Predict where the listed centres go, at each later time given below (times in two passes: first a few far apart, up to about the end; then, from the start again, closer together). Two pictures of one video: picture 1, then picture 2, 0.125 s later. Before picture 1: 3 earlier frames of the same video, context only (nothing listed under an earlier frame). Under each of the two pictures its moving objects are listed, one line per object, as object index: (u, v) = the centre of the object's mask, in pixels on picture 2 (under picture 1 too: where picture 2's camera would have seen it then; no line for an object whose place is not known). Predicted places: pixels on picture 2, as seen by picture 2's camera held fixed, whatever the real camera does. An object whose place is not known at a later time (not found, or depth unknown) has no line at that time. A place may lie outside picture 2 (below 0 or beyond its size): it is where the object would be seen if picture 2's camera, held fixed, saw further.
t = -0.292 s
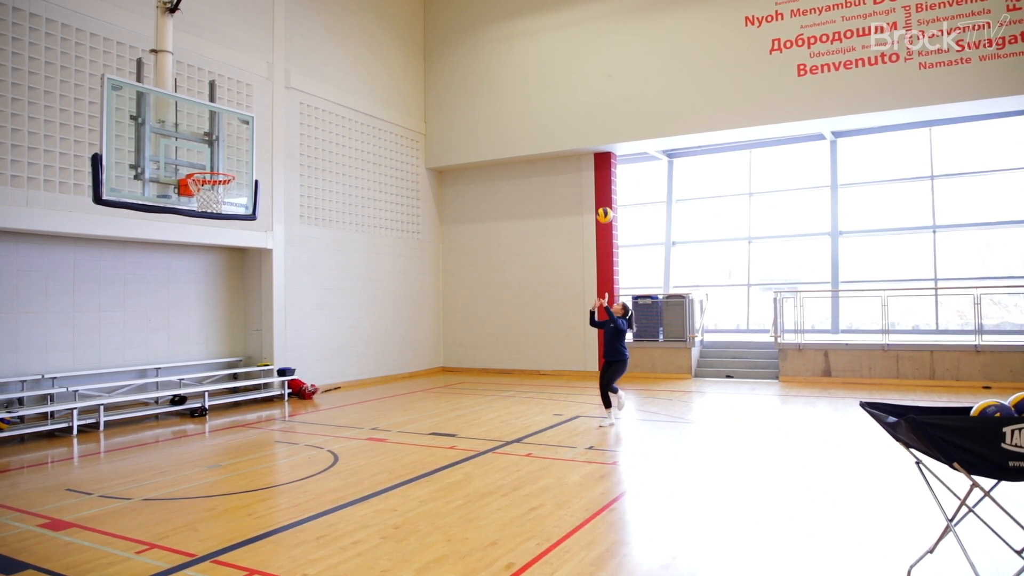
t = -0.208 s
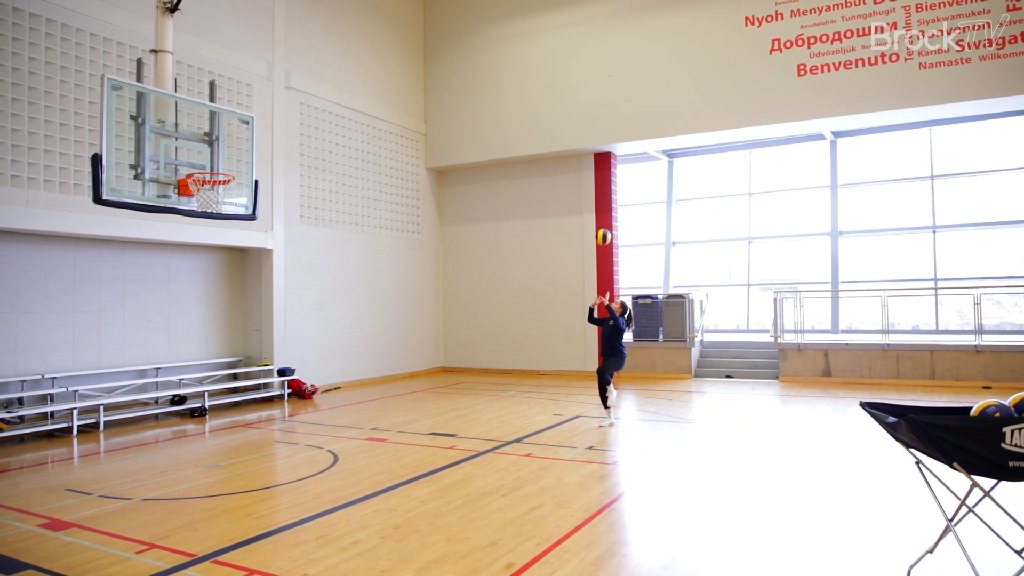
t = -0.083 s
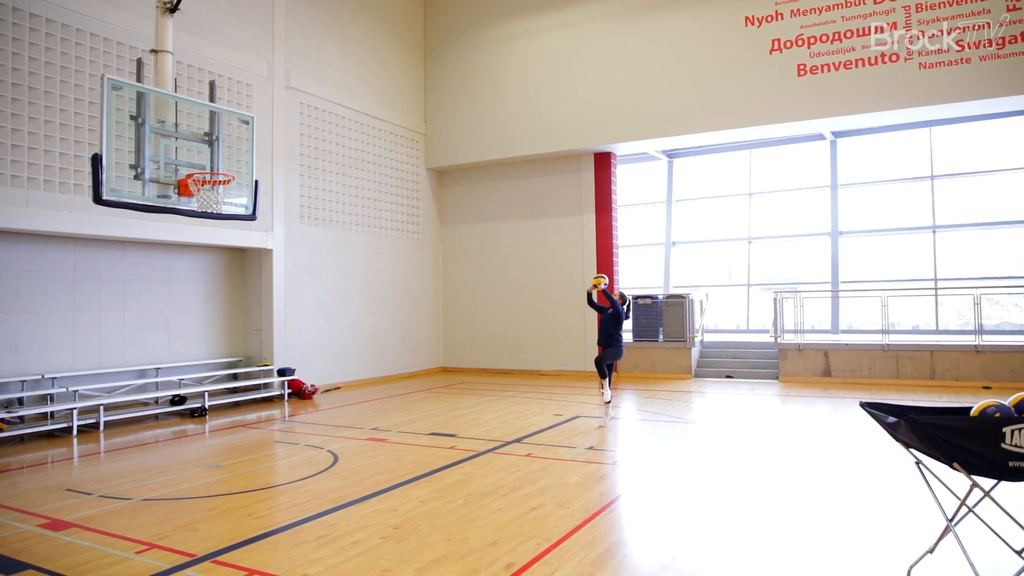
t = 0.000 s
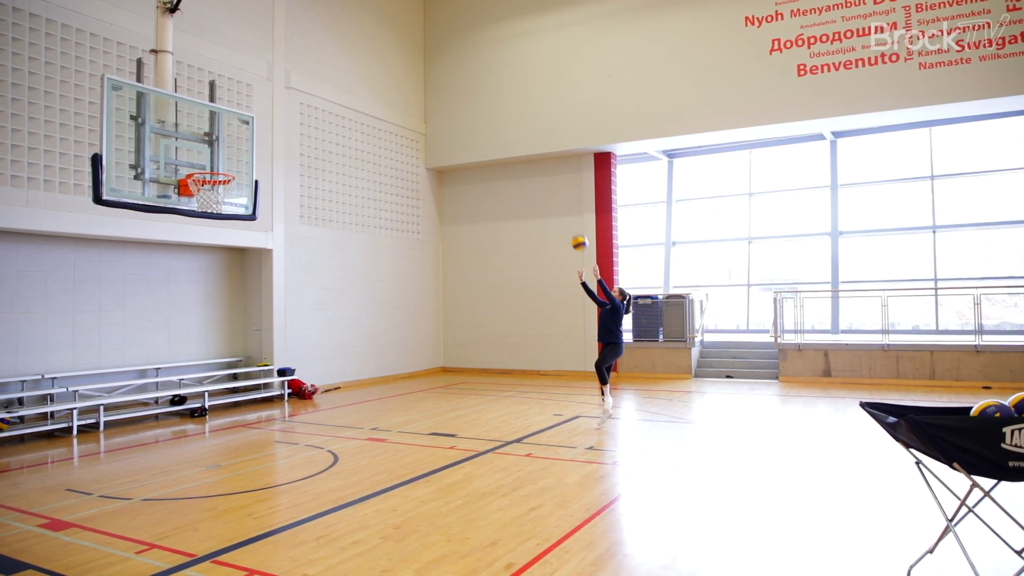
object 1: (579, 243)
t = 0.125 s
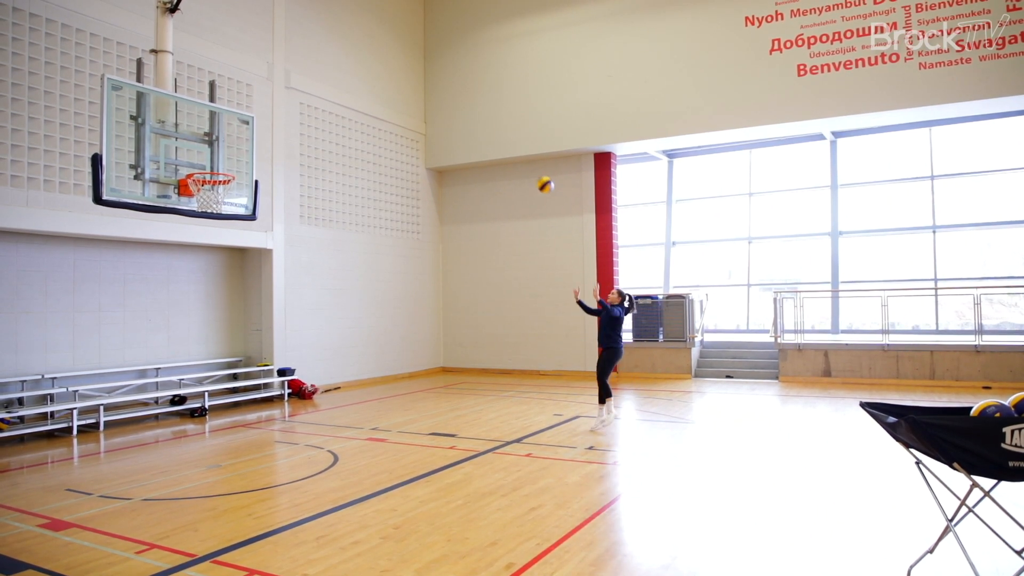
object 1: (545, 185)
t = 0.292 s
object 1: (495, 120)
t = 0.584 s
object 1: (406, 56)
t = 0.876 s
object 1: (317, 61)
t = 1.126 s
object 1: (234, 126)
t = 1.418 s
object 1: (228, 189)
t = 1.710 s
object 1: (207, 217)
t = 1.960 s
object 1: (190, 294)
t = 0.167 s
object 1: (530, 163)
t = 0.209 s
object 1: (520, 150)
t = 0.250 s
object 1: (505, 131)
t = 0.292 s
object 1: (495, 120)
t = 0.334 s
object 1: (480, 105)
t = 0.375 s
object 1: (470, 95)
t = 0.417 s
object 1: (456, 83)
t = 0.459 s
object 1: (446, 76)
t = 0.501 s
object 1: (431, 66)
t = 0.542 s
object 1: (421, 61)
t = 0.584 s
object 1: (406, 56)
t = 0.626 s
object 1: (395, 53)
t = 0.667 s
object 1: (380, 50)
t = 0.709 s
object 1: (370, 50)
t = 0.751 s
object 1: (354, 51)
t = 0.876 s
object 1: (317, 61)
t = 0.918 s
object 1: (301, 70)
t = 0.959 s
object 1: (290, 76)
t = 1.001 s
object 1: (273, 89)
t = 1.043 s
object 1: (262, 98)
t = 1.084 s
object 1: (246, 114)
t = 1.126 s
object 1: (234, 126)
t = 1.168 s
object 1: (217, 146)
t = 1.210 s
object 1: (206, 162)
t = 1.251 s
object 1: (203, 181)
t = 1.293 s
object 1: (216, 188)
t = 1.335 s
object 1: (229, 188)
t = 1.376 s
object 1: (230, 189)
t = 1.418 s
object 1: (228, 189)
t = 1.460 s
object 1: (227, 190)
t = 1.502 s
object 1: (223, 194)
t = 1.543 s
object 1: (220, 195)
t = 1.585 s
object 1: (216, 199)
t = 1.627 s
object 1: (213, 202)
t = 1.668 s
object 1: (209, 210)
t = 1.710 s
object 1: (207, 217)
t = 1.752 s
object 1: (203, 227)
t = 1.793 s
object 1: (201, 236)
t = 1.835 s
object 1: (198, 251)
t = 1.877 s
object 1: (195, 262)
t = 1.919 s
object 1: (192, 281)
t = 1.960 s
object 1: (190, 294)
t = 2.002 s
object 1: (186, 317)
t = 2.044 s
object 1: (184, 333)
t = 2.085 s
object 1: (180, 359)
